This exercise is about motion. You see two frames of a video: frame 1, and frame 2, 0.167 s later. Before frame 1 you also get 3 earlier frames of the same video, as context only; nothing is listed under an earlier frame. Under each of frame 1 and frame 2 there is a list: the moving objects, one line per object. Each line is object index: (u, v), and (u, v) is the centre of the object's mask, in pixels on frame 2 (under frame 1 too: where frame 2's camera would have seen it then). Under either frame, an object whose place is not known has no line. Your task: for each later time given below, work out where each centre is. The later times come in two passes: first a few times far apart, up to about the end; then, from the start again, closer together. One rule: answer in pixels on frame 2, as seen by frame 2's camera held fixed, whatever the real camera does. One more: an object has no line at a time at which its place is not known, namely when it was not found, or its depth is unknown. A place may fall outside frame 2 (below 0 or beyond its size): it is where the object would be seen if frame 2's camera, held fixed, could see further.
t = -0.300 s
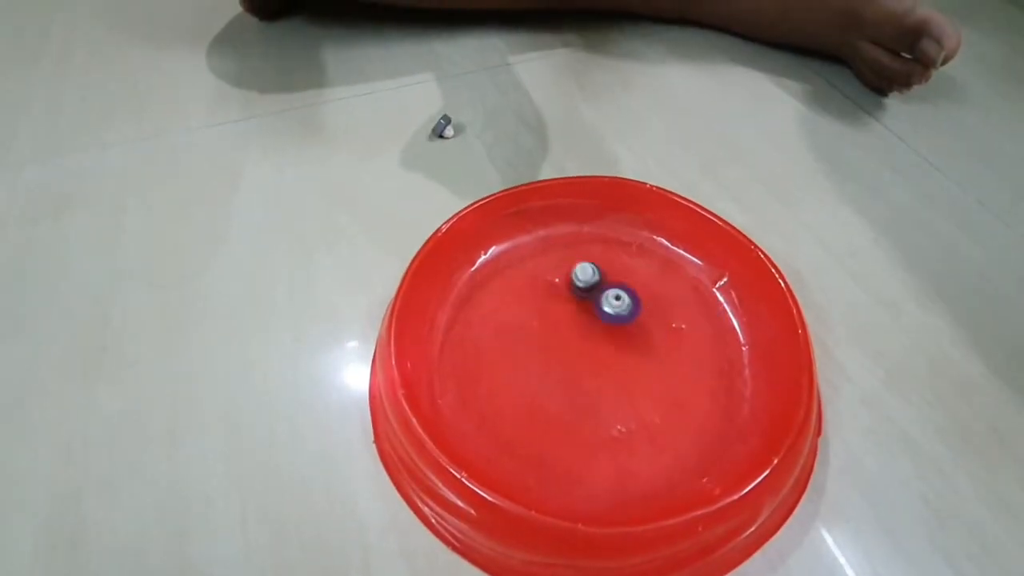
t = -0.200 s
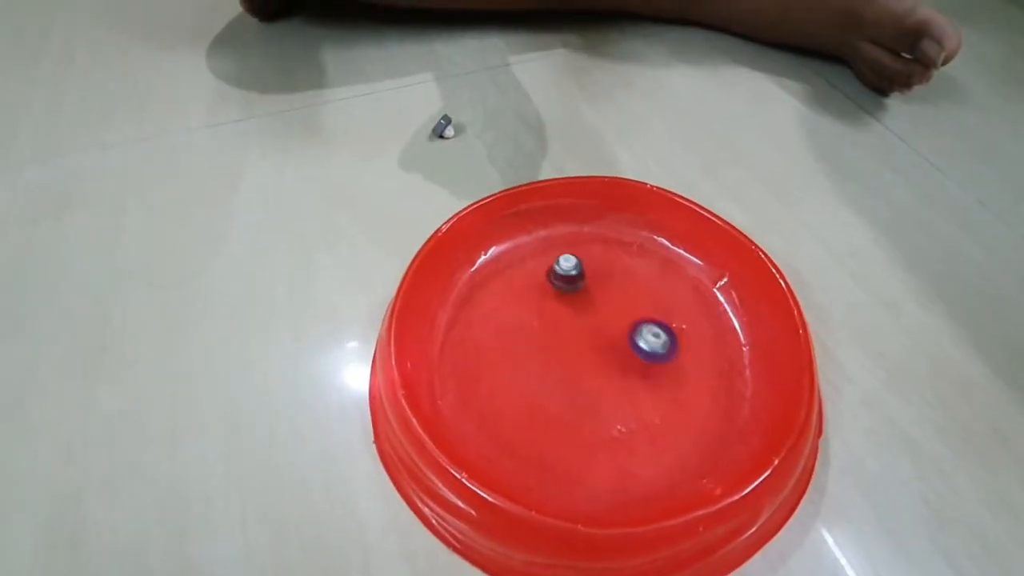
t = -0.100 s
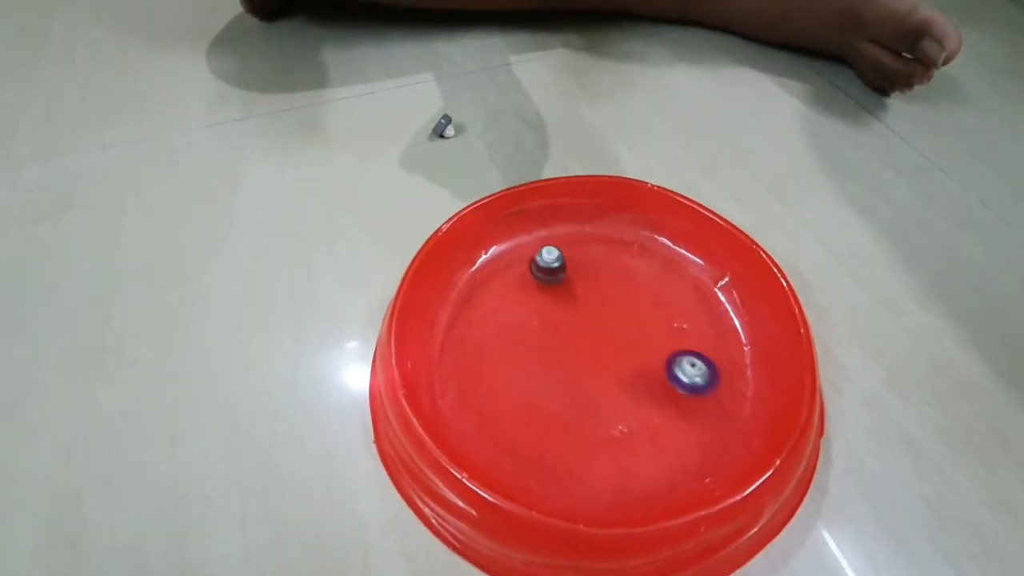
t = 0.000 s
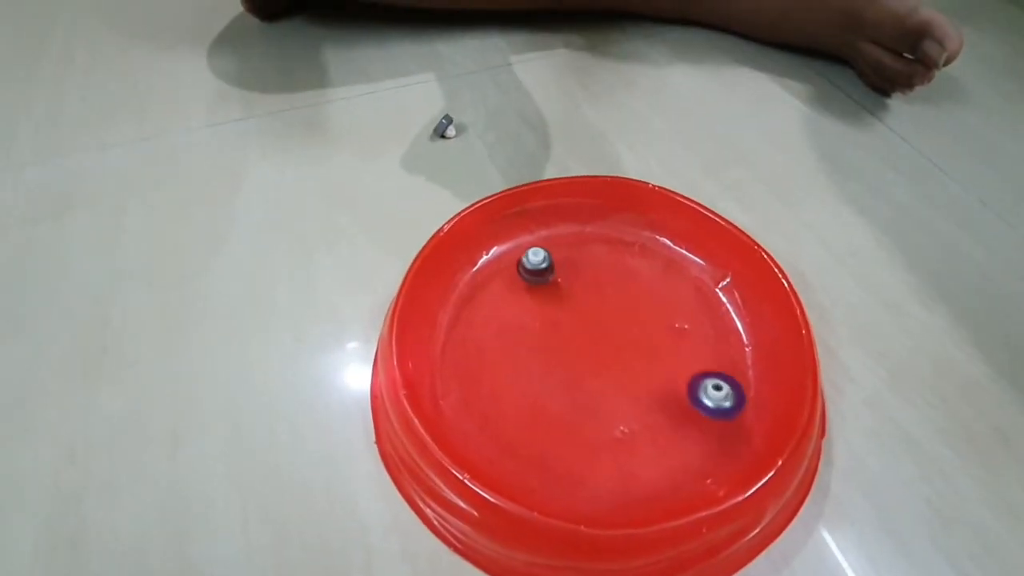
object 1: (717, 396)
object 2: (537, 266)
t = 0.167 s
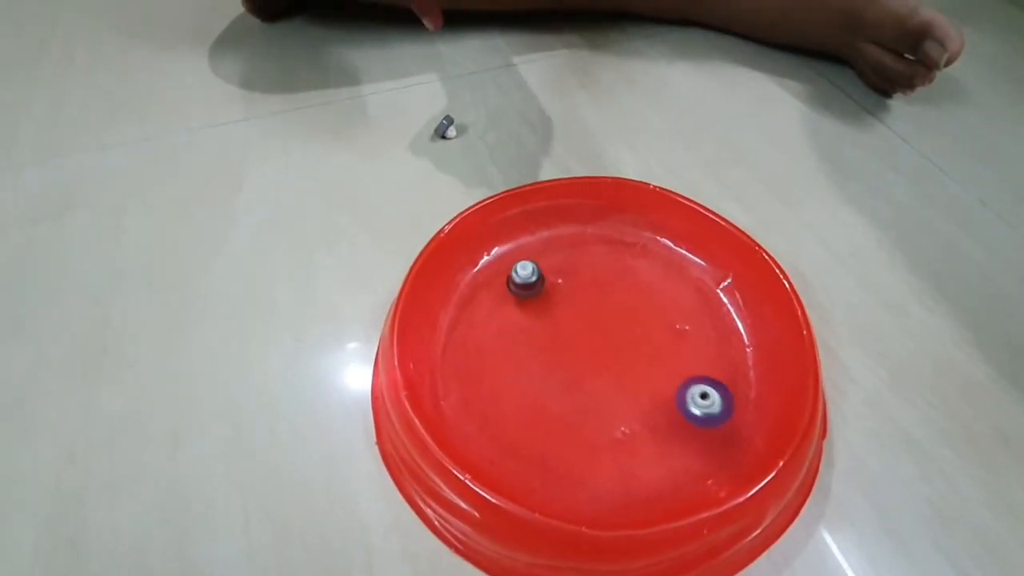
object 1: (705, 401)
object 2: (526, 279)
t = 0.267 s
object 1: (671, 379)
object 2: (523, 291)
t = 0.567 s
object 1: (557, 319)
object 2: (498, 321)
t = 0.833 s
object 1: (544, 281)
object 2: (445, 346)
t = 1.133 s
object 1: (574, 262)
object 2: (541, 366)
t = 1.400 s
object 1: (603, 296)
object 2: (595, 445)
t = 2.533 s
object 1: (611, 302)
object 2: (648, 372)
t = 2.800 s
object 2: (638, 341)
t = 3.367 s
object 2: (666, 330)
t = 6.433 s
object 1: (546, 273)
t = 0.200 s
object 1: (694, 395)
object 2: (525, 283)
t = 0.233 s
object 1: (683, 388)
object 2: (524, 287)
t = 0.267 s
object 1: (671, 379)
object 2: (523, 291)
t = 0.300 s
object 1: (661, 370)
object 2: (521, 294)
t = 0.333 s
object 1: (648, 361)
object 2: (519, 297)
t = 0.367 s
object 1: (635, 353)
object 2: (516, 301)
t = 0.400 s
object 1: (623, 346)
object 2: (512, 304)
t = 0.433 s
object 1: (610, 339)
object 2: (509, 308)
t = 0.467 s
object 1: (596, 333)
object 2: (506, 312)
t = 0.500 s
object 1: (583, 328)
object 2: (503, 314)
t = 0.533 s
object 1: (571, 323)
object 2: (500, 317)
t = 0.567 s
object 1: (557, 319)
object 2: (498, 321)
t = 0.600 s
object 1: (544, 317)
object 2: (496, 325)
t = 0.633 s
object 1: (537, 312)
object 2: (488, 329)
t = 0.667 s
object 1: (538, 308)
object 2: (473, 335)
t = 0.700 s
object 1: (540, 302)
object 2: (463, 340)
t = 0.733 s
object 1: (541, 297)
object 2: (455, 343)
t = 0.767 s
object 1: (543, 291)
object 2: (449, 345)
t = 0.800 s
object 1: (544, 285)
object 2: (445, 345)
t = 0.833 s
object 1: (544, 281)
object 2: (445, 346)
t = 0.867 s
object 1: (544, 277)
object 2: (447, 347)
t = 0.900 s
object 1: (545, 272)
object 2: (452, 346)
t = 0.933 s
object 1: (545, 267)
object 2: (461, 348)
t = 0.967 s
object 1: (548, 262)
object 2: (472, 349)
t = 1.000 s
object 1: (554, 258)
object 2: (484, 351)
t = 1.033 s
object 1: (559, 257)
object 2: (499, 353)
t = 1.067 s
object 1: (565, 257)
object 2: (513, 357)
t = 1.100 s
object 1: (570, 259)
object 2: (527, 360)
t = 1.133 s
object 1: (574, 262)
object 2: (541, 366)
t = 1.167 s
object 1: (578, 265)
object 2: (553, 373)
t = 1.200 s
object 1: (582, 269)
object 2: (564, 381)
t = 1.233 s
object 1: (585, 273)
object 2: (574, 393)
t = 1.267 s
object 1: (589, 277)
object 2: (581, 403)
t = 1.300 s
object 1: (592, 282)
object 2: (587, 414)
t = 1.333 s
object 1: (596, 286)
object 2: (591, 426)
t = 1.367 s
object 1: (600, 291)
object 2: (594, 436)
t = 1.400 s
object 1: (603, 296)
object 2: (595, 445)
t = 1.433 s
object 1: (608, 300)
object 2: (595, 451)
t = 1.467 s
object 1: (612, 304)
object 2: (593, 455)
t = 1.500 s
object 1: (617, 308)
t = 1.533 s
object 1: (622, 312)
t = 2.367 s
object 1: (650, 298)
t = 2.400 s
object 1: (643, 297)
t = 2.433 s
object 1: (635, 297)
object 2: (658, 379)
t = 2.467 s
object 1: (627, 298)
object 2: (655, 377)
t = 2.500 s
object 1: (619, 299)
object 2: (652, 375)
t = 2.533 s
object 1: (611, 302)
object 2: (648, 372)
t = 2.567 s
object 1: (604, 304)
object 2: (645, 370)
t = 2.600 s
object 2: (642, 366)
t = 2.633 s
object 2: (640, 362)
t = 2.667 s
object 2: (639, 358)
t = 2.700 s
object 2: (638, 354)
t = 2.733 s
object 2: (638, 350)
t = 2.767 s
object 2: (638, 346)
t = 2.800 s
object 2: (638, 341)
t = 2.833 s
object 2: (641, 337)
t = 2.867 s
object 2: (643, 334)
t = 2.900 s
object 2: (645, 331)
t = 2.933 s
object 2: (647, 327)
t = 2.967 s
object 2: (650, 325)
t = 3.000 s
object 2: (653, 324)
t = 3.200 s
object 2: (666, 324)
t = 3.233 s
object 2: (667, 325)
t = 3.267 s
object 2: (668, 327)
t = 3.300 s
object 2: (668, 328)
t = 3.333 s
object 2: (667, 329)
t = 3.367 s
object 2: (666, 330)
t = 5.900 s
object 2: (575, 296)
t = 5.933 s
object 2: (574, 300)
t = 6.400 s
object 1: (542, 276)
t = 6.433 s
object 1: (546, 273)
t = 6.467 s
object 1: (549, 269)
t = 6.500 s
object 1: (551, 263)
